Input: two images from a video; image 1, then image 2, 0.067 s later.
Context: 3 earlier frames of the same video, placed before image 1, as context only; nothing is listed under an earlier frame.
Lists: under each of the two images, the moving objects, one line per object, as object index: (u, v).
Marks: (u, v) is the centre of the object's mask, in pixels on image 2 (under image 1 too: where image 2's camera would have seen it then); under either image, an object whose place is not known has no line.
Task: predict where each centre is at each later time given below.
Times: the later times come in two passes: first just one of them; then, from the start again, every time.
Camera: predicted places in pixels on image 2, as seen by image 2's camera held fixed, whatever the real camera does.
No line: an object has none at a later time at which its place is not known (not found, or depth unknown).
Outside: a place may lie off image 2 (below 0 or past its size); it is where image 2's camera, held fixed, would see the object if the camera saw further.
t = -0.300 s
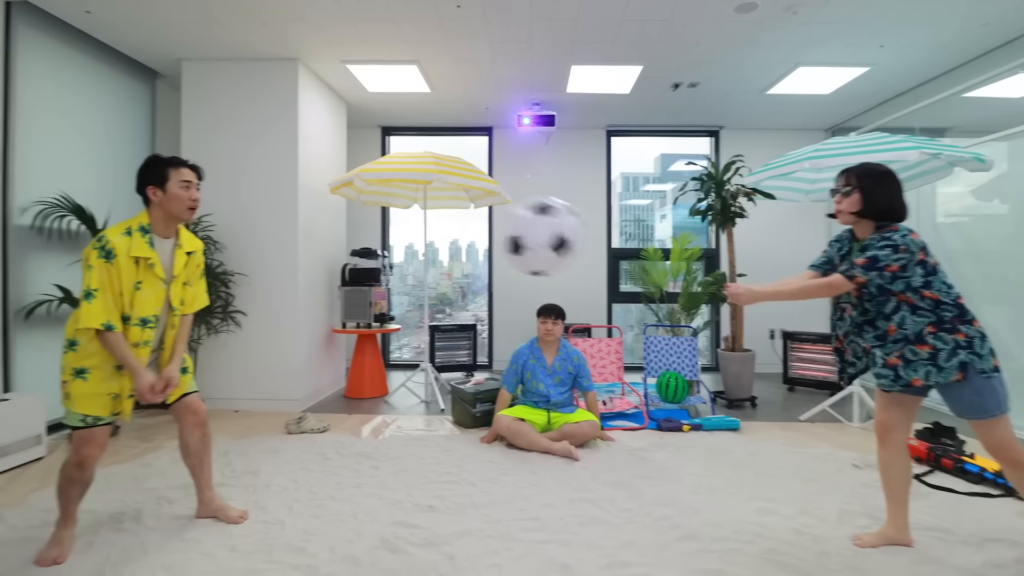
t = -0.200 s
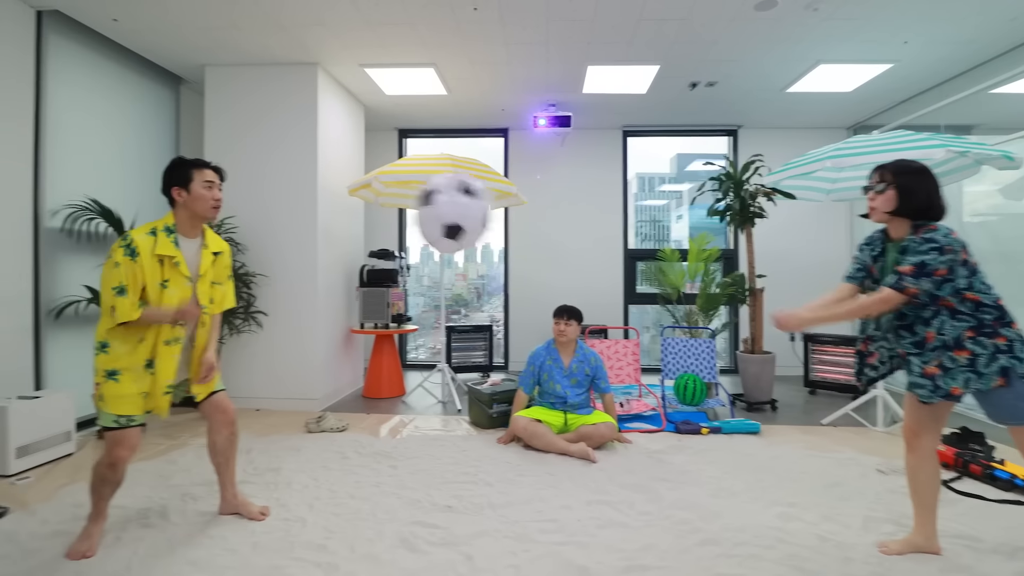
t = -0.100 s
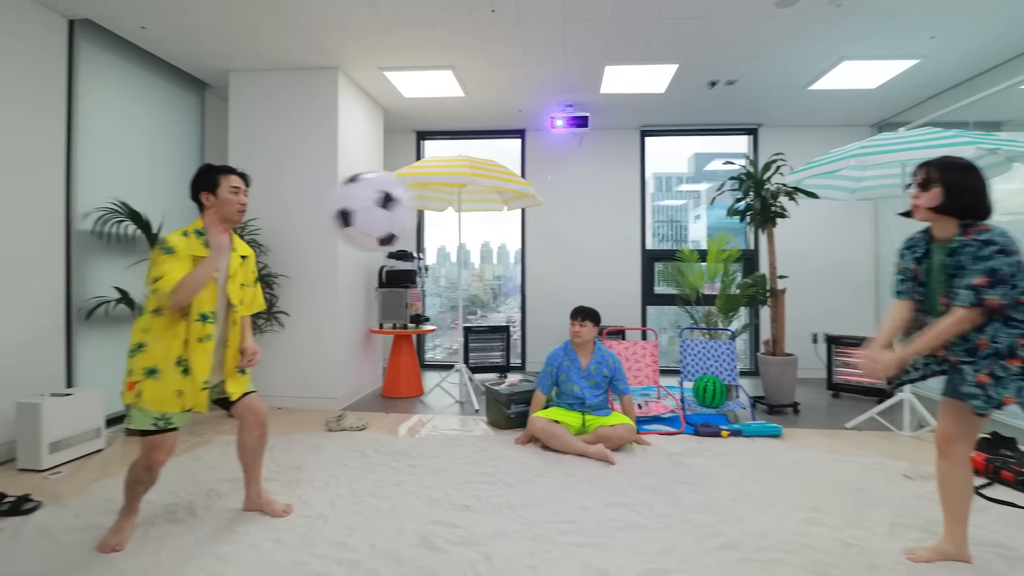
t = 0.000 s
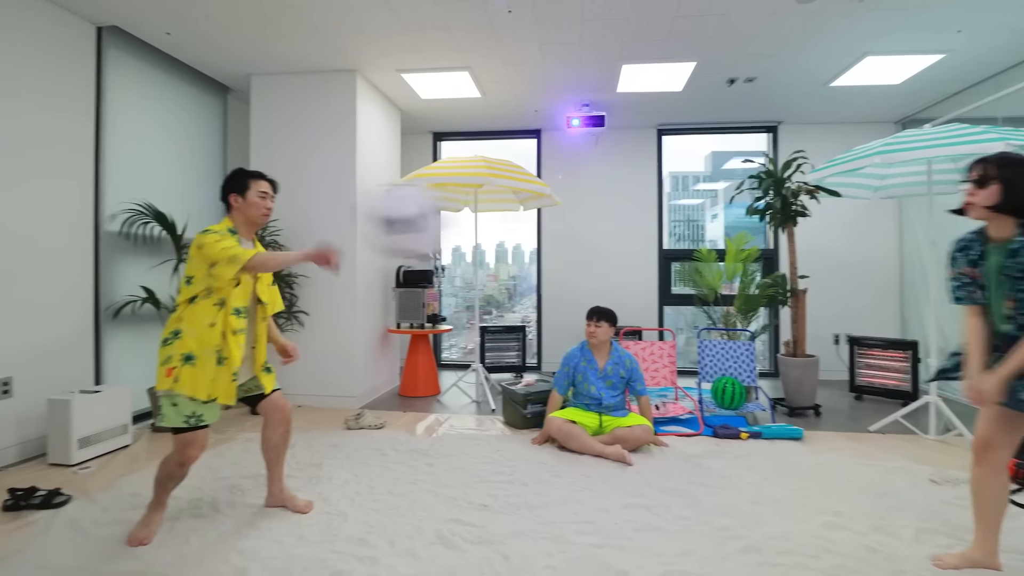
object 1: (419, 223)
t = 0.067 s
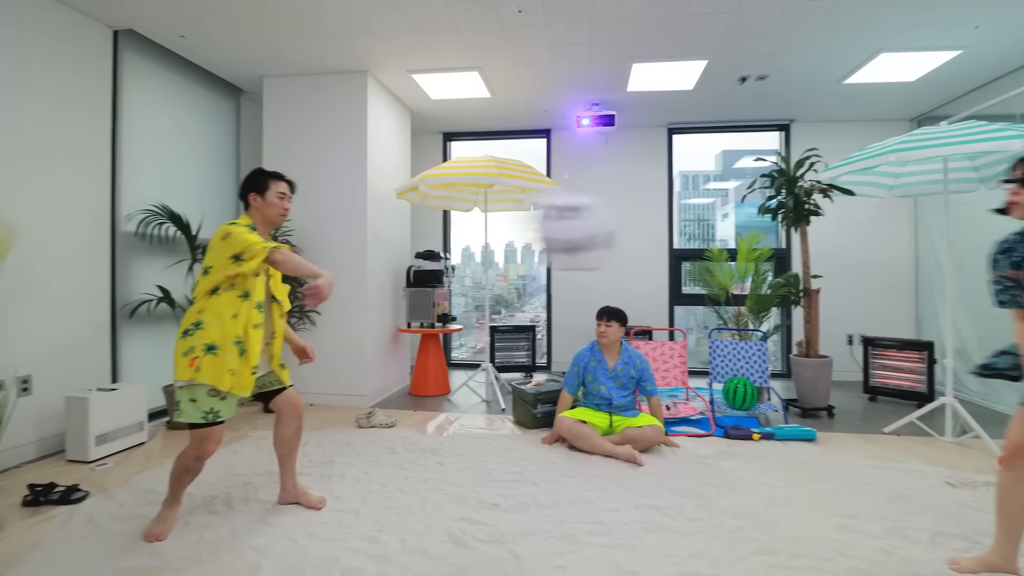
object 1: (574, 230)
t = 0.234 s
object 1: (909, 247)
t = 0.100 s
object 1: (638, 234)
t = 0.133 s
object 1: (710, 239)
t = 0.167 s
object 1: (779, 240)
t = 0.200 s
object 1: (847, 242)
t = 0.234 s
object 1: (909, 247)
